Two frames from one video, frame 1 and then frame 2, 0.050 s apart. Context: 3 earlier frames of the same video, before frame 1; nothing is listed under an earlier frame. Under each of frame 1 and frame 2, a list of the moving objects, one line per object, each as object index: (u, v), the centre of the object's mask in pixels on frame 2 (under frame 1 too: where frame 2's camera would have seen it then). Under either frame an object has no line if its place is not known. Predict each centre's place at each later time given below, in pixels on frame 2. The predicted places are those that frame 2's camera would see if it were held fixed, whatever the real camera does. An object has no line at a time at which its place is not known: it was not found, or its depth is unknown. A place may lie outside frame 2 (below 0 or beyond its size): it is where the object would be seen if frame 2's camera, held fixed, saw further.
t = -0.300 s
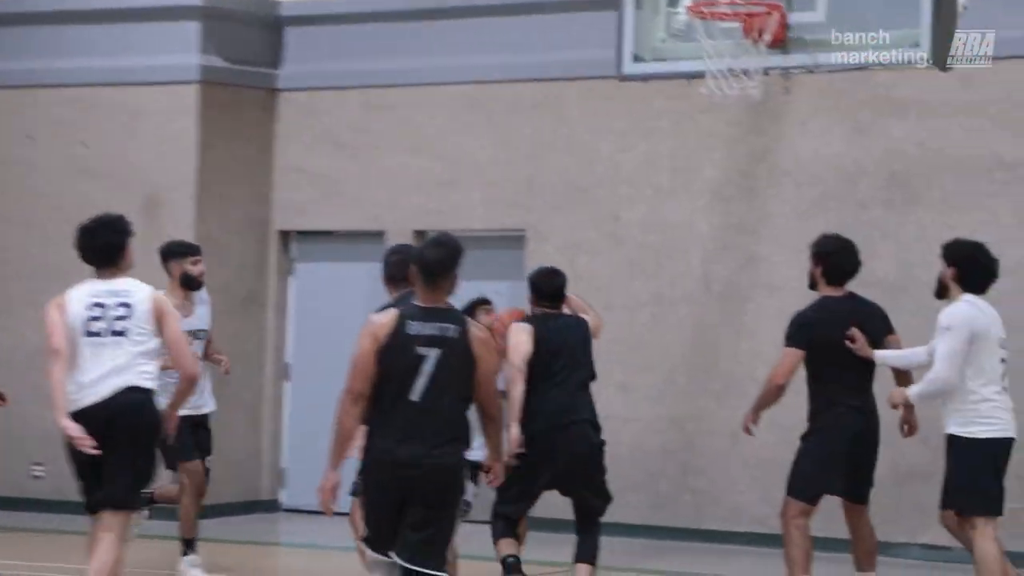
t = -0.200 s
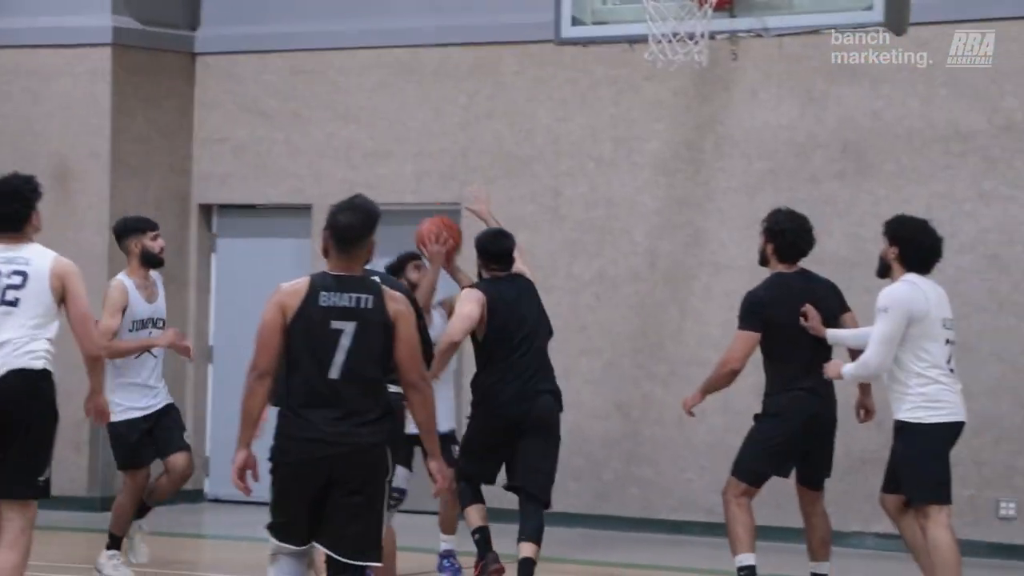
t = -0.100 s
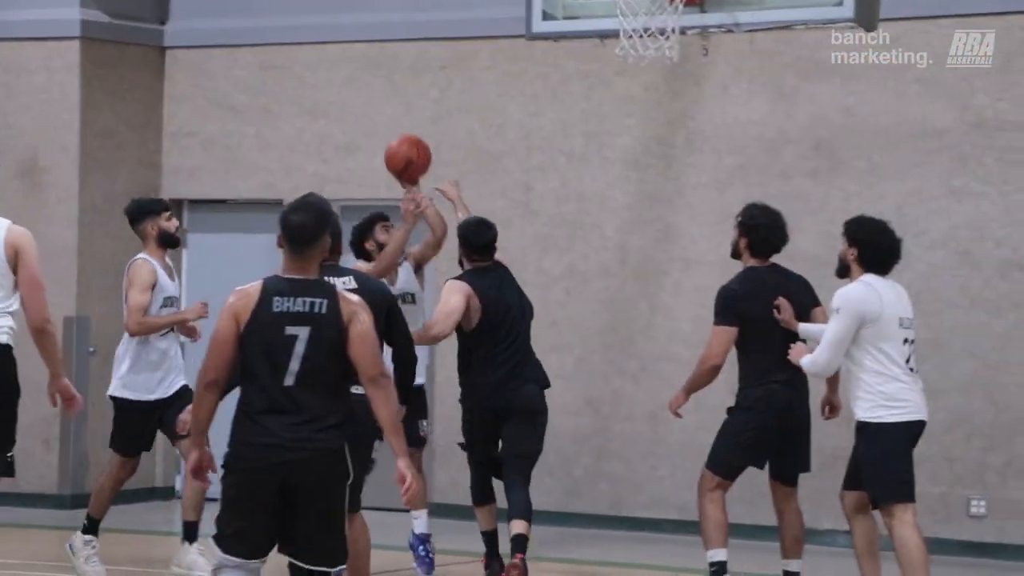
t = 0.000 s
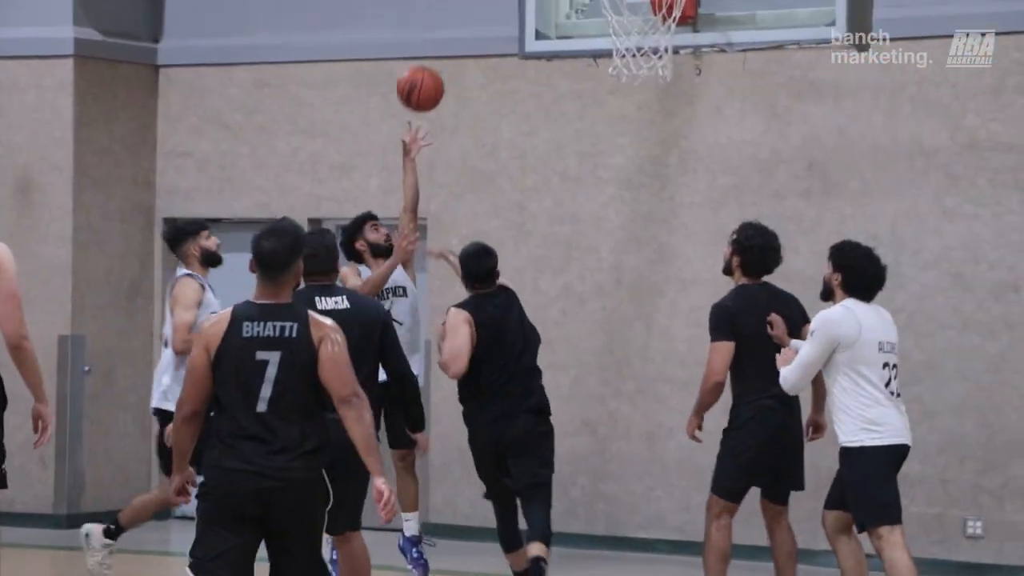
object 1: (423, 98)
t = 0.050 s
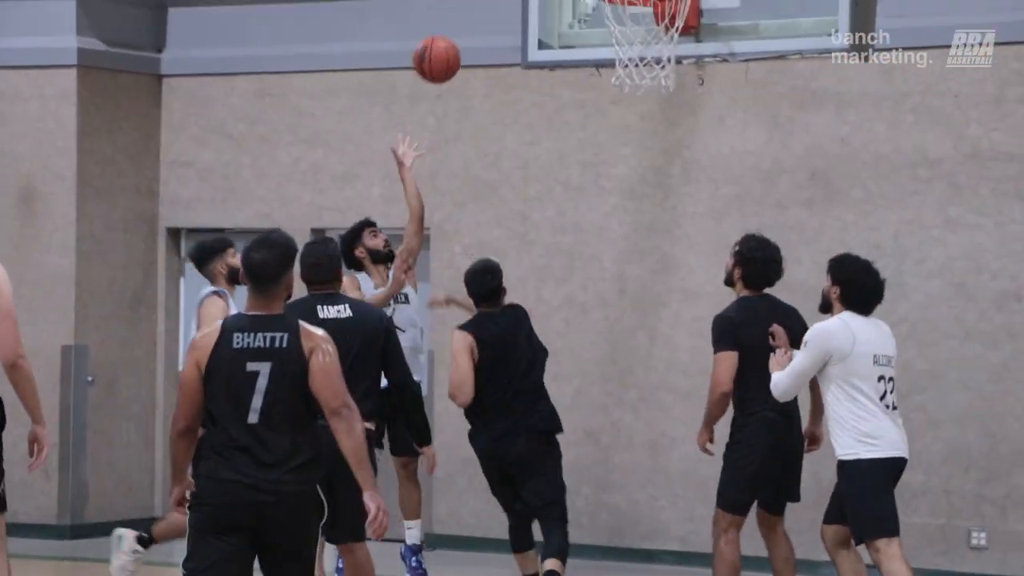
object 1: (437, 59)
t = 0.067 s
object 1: (441, 47)
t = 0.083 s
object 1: (445, 35)
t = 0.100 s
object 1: (450, 24)
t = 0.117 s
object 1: (454, 14)
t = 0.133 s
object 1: (459, 4)
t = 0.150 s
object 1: (463, -6)
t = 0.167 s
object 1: (468, -15)
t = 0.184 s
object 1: (472, -23)
